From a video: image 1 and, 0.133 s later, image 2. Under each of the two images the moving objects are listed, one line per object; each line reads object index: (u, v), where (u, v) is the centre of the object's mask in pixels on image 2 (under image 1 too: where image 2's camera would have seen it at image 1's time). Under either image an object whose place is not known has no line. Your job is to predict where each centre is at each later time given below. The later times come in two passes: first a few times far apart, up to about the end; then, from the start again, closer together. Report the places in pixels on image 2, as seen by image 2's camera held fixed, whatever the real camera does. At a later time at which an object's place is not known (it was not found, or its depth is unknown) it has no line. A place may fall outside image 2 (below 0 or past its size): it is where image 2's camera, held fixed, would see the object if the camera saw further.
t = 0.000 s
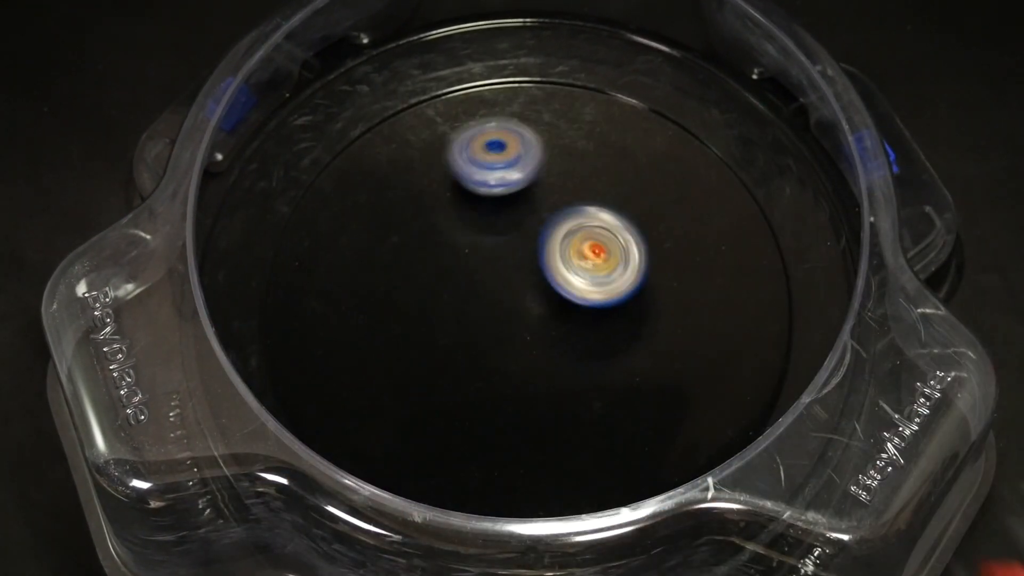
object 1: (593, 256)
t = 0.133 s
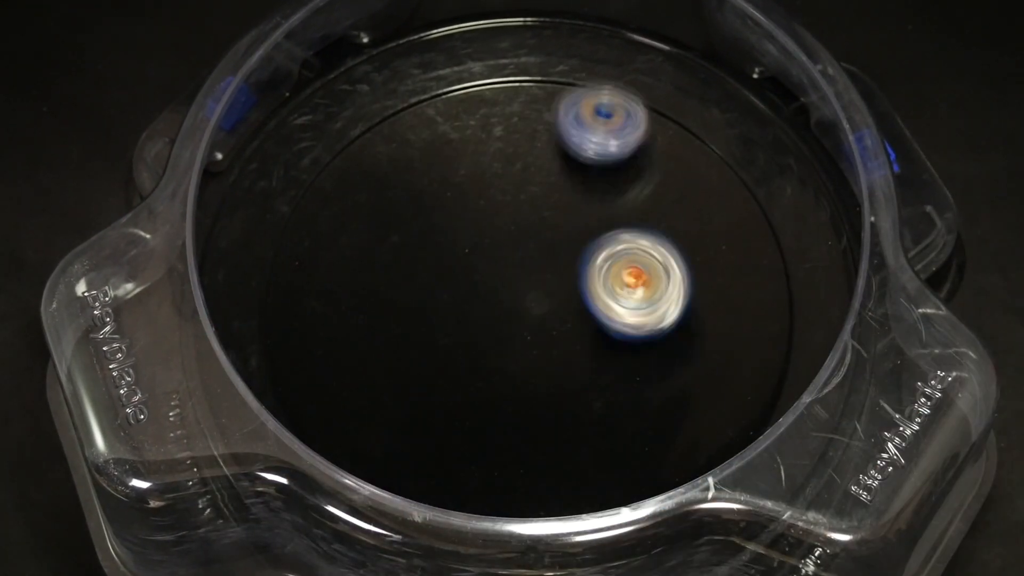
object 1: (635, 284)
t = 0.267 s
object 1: (656, 429)
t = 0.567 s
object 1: (568, 451)
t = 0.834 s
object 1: (646, 456)
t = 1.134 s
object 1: (640, 295)
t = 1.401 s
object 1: (666, 347)
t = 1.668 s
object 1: (630, 427)
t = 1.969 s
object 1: (308, 384)
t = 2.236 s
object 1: (270, 273)
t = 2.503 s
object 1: (564, 193)
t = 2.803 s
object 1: (703, 255)
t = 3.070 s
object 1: (633, 396)
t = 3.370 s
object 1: (555, 306)
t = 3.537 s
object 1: (265, 180)
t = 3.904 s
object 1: (574, 329)
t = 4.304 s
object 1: (657, 231)
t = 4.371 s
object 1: (600, 224)
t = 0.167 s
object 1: (645, 324)
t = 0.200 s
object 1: (653, 364)
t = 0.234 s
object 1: (656, 391)
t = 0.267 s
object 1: (656, 429)
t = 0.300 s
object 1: (652, 444)
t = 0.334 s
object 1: (644, 460)
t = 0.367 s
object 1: (636, 467)
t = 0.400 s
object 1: (633, 489)
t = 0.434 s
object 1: (616, 479)
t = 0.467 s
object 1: (605, 478)
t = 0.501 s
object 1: (594, 474)
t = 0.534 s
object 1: (582, 466)
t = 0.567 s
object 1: (568, 451)
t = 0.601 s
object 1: (555, 427)
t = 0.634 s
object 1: (541, 397)
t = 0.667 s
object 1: (529, 367)
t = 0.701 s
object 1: (537, 365)
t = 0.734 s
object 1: (565, 398)
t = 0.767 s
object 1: (594, 426)
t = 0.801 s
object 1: (623, 446)
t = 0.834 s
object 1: (646, 456)
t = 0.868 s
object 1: (677, 474)
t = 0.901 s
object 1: (686, 465)
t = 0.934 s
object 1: (687, 445)
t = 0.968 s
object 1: (685, 430)
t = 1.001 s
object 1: (683, 408)
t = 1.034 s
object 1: (677, 382)
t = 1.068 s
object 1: (667, 355)
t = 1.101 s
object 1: (655, 325)
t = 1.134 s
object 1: (640, 295)
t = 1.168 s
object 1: (623, 266)
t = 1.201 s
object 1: (603, 238)
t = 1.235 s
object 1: (593, 223)
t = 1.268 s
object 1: (613, 243)
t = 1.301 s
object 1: (632, 273)
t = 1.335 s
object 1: (646, 298)
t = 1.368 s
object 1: (658, 325)
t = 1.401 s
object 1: (666, 347)
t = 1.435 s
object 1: (671, 369)
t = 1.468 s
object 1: (674, 386)
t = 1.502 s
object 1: (673, 401)
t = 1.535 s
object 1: (669, 413)
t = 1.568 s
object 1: (663, 420)
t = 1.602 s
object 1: (653, 425)
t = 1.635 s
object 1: (644, 429)
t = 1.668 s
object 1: (630, 427)
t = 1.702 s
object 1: (615, 422)
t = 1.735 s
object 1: (599, 413)
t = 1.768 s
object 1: (582, 401)
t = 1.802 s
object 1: (565, 388)
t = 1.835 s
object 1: (521, 377)
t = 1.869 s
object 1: (463, 378)
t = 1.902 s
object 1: (404, 389)
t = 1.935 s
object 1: (349, 398)
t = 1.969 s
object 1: (308, 384)
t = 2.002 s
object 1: (264, 383)
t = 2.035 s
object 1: (249, 367)
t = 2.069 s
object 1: (237, 351)
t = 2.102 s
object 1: (232, 334)
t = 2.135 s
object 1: (233, 318)
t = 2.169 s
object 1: (239, 301)
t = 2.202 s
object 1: (252, 288)
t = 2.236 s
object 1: (270, 273)
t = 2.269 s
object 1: (295, 261)
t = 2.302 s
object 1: (326, 249)
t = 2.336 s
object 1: (359, 237)
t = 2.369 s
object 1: (396, 227)
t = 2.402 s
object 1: (435, 217)
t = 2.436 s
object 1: (478, 209)
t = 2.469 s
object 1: (520, 200)
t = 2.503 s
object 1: (564, 193)
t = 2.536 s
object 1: (603, 187)
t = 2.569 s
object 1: (640, 182)
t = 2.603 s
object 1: (675, 180)
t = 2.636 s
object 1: (704, 179)
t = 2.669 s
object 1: (721, 183)
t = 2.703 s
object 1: (731, 196)
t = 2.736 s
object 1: (727, 216)
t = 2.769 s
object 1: (719, 235)
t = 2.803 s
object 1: (703, 255)
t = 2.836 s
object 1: (685, 277)
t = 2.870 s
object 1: (657, 290)
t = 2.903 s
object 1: (631, 313)
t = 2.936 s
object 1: (621, 326)
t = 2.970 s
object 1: (628, 355)
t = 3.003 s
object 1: (633, 367)
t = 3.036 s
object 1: (634, 381)
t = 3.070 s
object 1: (633, 396)
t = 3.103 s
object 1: (631, 402)
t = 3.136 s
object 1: (626, 405)
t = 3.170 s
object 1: (619, 400)
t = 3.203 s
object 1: (610, 392)
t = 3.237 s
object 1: (599, 384)
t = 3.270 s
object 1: (589, 368)
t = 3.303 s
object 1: (578, 348)
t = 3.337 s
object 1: (567, 328)
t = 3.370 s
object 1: (555, 306)
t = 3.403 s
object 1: (512, 274)
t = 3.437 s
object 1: (436, 250)
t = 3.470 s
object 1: (365, 224)
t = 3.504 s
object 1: (301, 199)
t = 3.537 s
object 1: (265, 180)
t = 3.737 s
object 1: (346, 268)
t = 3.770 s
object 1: (381, 291)
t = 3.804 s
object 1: (419, 309)
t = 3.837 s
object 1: (468, 325)
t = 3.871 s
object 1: (521, 330)
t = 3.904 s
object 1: (574, 329)
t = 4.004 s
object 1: (713, 303)
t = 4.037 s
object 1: (749, 289)
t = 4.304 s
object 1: (657, 231)
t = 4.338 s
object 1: (628, 228)
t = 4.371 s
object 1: (600, 224)
